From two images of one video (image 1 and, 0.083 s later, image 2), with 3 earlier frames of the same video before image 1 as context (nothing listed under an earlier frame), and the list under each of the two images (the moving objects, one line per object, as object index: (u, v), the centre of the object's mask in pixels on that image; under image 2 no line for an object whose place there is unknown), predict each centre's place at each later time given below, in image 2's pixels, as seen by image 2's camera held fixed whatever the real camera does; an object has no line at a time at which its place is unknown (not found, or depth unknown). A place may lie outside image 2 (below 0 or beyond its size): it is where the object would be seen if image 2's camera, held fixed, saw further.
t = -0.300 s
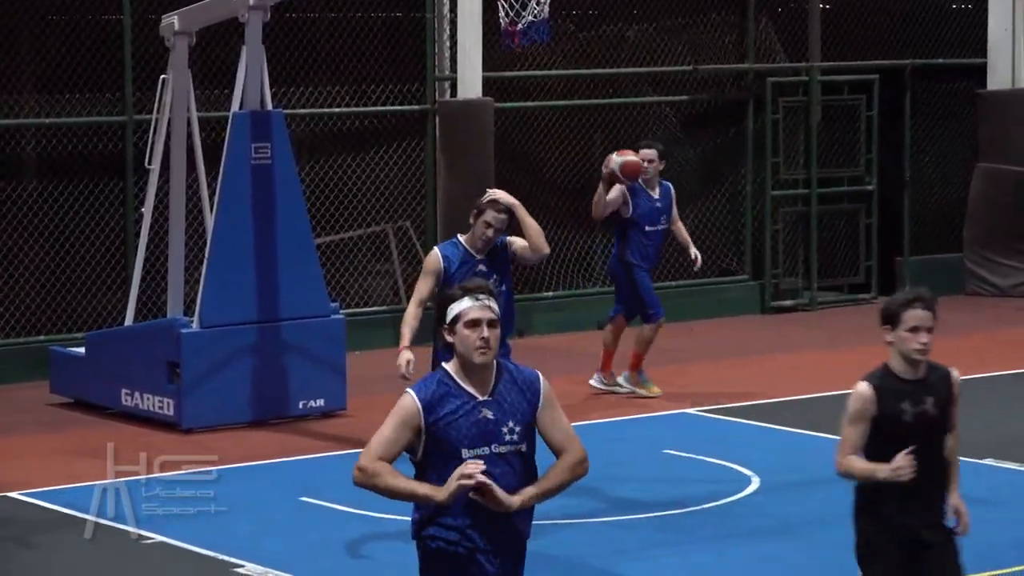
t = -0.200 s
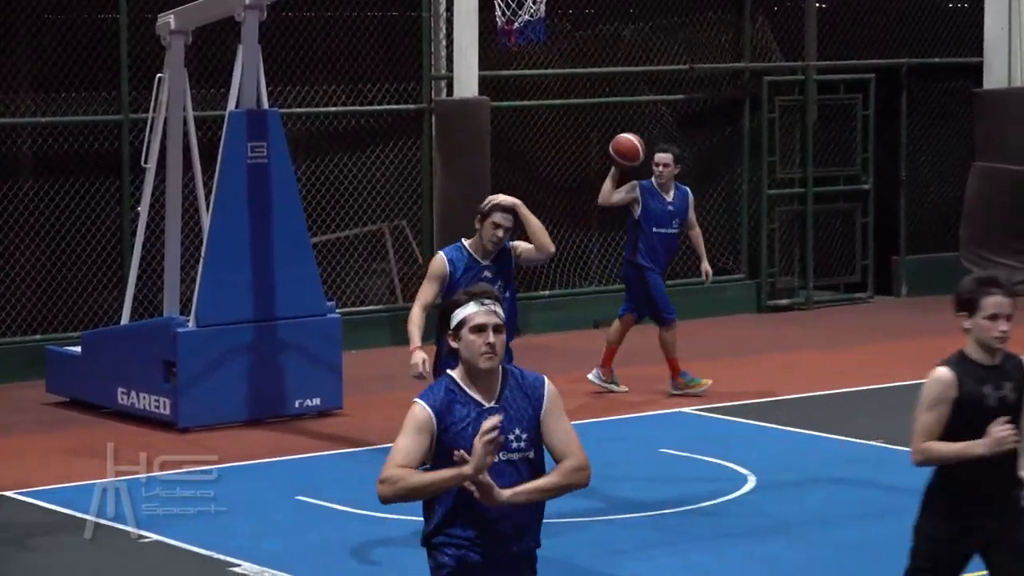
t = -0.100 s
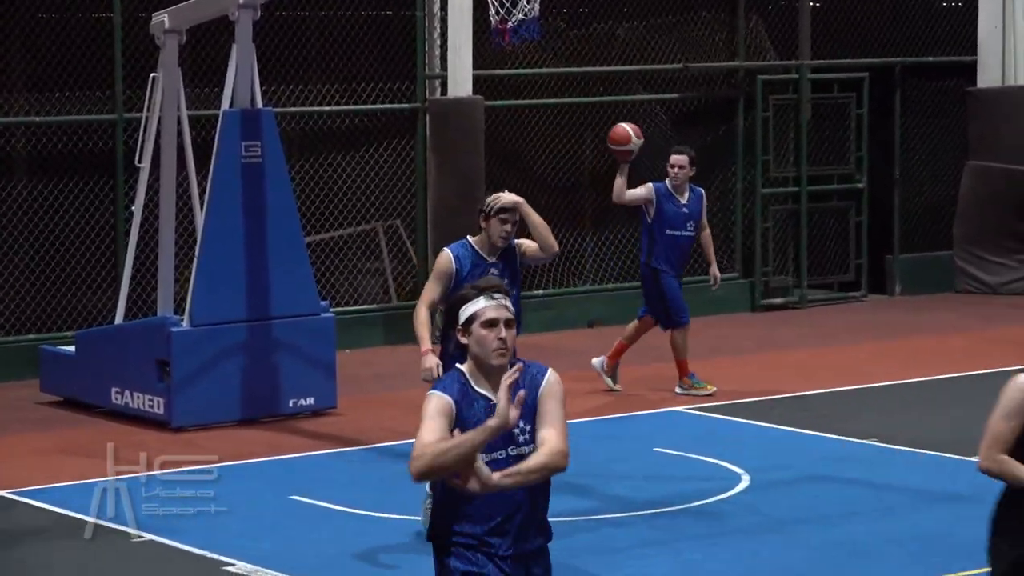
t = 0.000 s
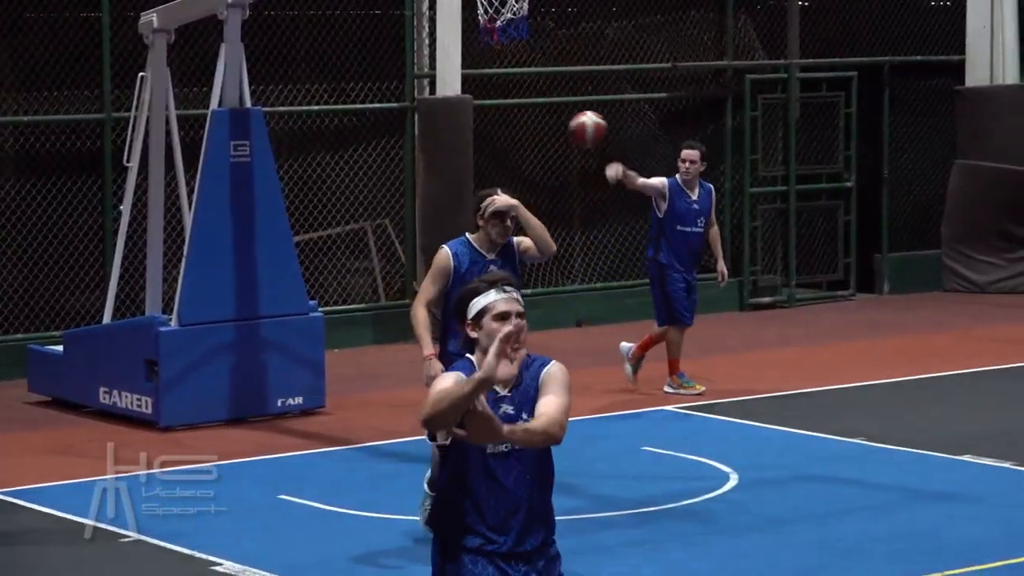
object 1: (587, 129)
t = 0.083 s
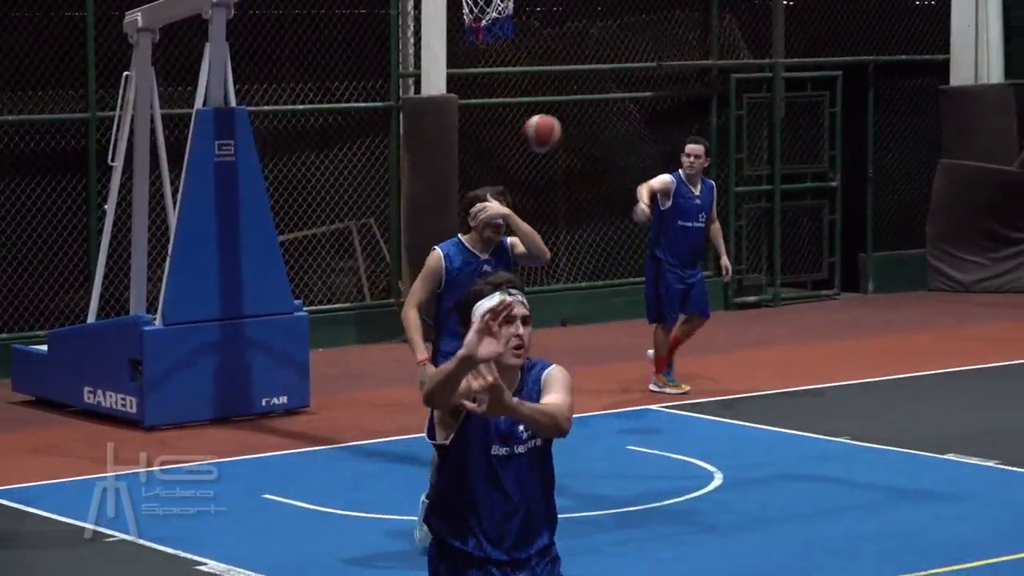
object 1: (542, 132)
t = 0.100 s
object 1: (535, 135)
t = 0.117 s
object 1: (530, 138)
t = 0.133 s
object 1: (525, 140)
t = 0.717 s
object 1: (244, 466)
